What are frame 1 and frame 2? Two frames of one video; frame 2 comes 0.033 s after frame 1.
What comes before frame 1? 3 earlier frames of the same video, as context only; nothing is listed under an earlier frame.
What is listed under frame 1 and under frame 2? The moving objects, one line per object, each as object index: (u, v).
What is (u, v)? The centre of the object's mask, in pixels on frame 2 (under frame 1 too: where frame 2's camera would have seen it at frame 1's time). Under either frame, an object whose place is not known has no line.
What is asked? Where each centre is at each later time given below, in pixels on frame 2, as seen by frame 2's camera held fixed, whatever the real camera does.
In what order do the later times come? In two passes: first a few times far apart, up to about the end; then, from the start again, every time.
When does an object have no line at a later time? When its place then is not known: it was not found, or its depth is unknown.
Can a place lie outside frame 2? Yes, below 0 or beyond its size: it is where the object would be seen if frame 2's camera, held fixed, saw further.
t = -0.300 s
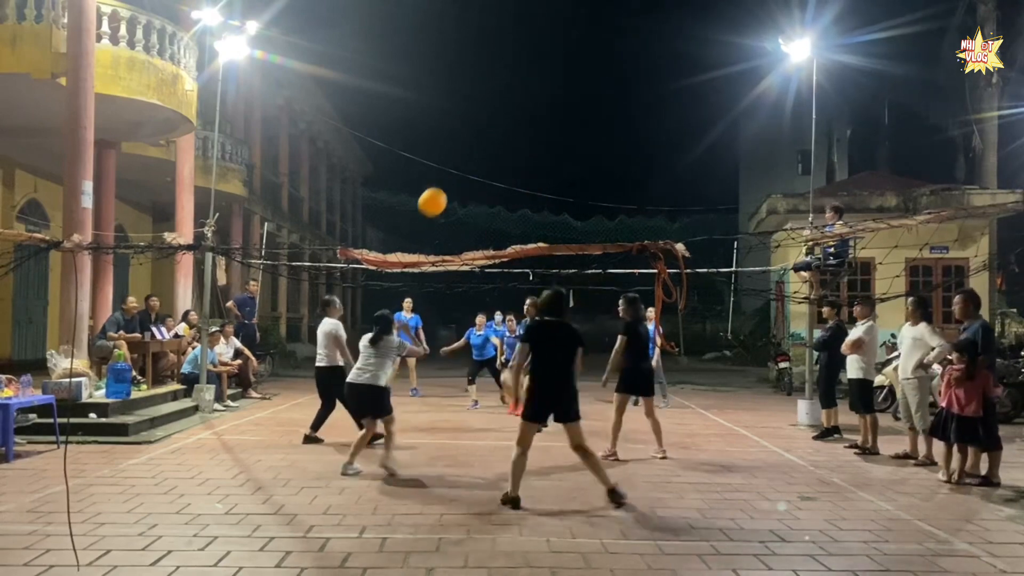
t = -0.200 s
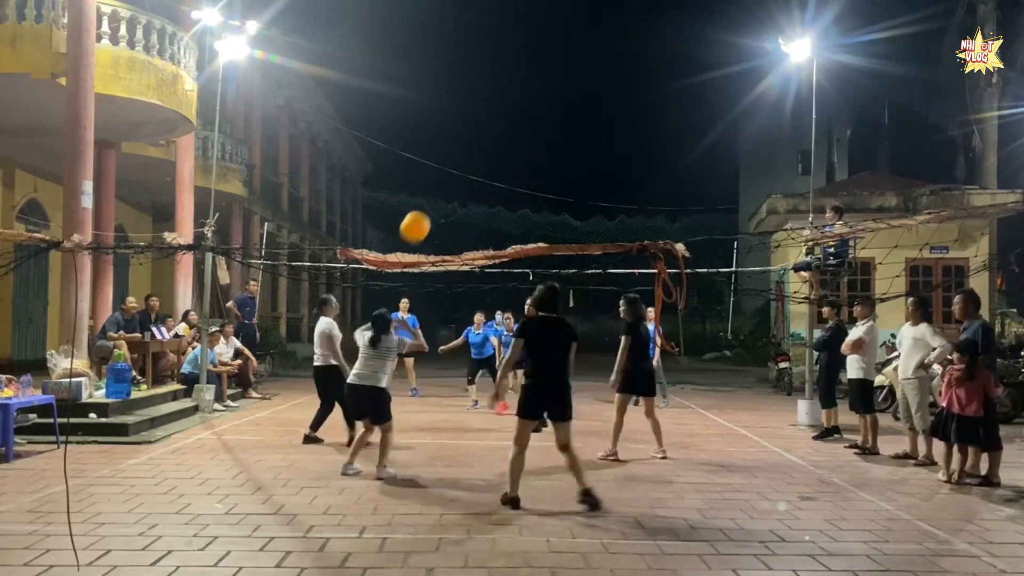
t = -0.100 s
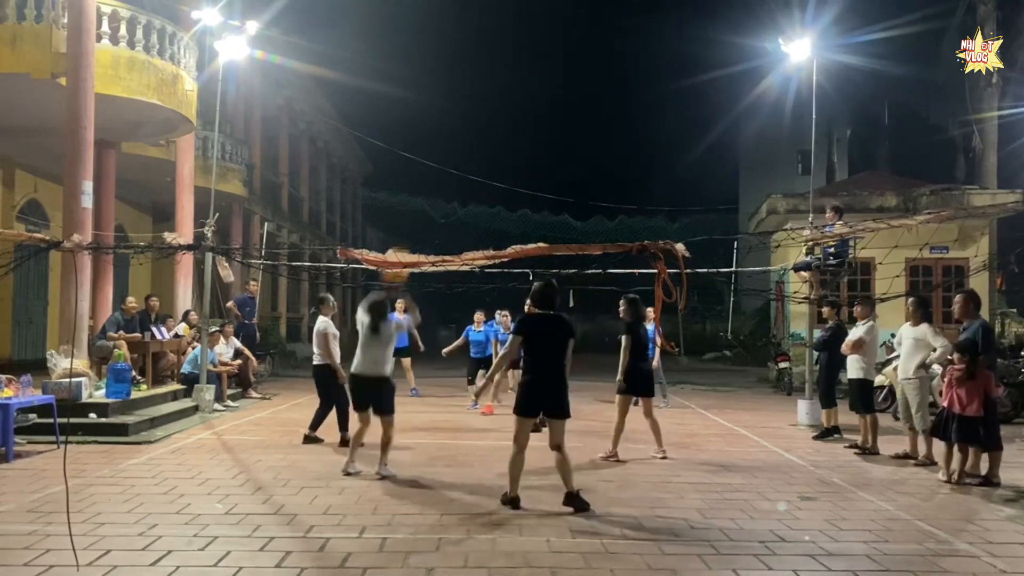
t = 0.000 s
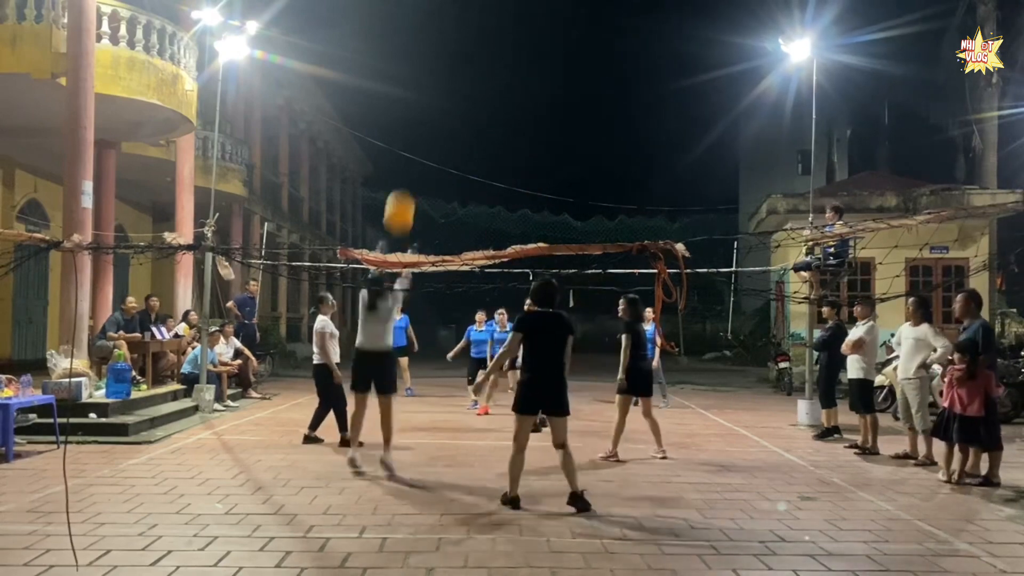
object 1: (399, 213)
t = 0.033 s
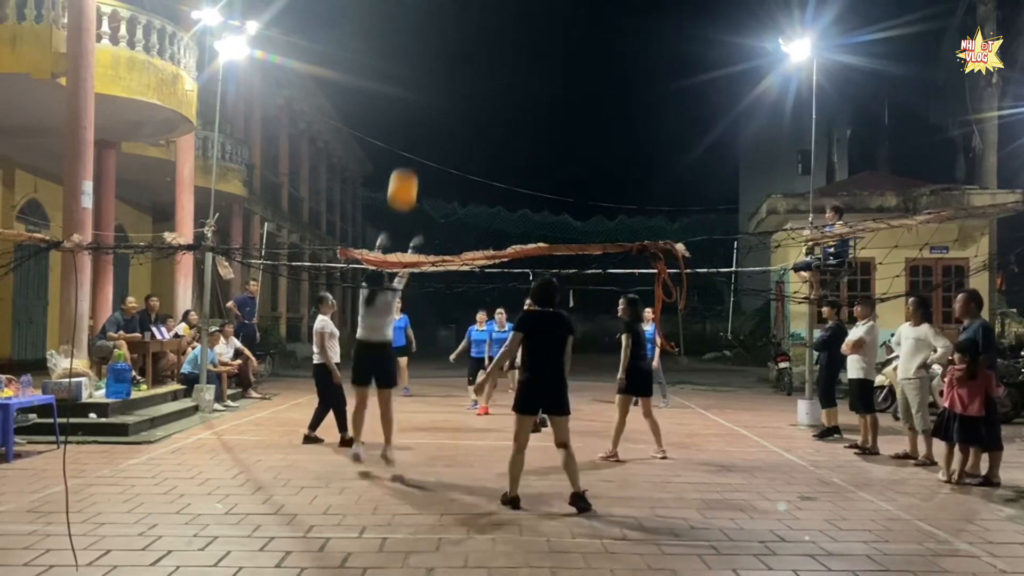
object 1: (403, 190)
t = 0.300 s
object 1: (424, 58)
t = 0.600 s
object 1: (443, 15)
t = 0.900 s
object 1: (457, 57)
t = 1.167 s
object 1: (466, 153)
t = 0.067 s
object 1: (406, 168)
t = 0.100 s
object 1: (409, 147)
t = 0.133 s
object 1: (411, 129)
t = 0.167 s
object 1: (414, 112)
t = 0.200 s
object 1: (416, 95)
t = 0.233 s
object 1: (419, 81)
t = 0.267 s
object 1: (421, 69)
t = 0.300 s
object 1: (424, 58)
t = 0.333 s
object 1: (426, 49)
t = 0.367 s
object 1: (428, 40)
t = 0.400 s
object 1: (431, 34)
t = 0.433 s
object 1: (433, 28)
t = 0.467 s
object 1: (435, 23)
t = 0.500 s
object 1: (437, 19)
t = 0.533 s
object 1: (439, 16)
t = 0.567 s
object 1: (441, 15)
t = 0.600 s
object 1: (443, 15)
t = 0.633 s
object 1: (444, 15)
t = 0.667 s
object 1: (446, 17)
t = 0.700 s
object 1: (448, 20)
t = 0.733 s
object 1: (449, 24)
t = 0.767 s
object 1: (451, 28)
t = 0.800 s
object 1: (452, 34)
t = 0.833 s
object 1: (454, 41)
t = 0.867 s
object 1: (455, 49)
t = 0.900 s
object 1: (457, 57)
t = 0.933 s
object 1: (458, 66)
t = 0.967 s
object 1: (459, 76)
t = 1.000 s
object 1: (460, 87)
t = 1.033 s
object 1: (462, 99)
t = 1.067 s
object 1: (463, 111)
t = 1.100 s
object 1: (464, 125)
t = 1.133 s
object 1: (465, 138)
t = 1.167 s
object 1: (466, 153)
